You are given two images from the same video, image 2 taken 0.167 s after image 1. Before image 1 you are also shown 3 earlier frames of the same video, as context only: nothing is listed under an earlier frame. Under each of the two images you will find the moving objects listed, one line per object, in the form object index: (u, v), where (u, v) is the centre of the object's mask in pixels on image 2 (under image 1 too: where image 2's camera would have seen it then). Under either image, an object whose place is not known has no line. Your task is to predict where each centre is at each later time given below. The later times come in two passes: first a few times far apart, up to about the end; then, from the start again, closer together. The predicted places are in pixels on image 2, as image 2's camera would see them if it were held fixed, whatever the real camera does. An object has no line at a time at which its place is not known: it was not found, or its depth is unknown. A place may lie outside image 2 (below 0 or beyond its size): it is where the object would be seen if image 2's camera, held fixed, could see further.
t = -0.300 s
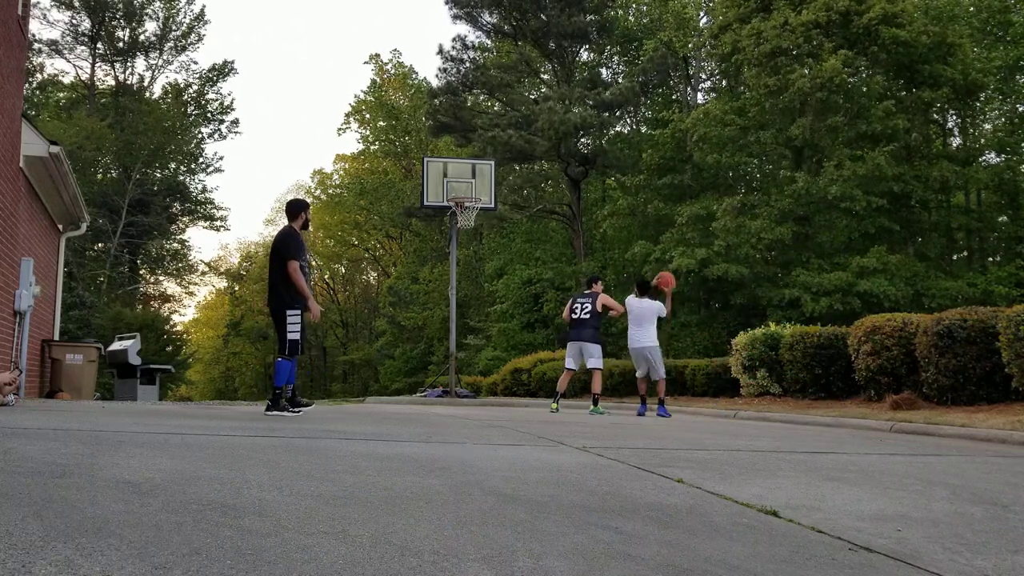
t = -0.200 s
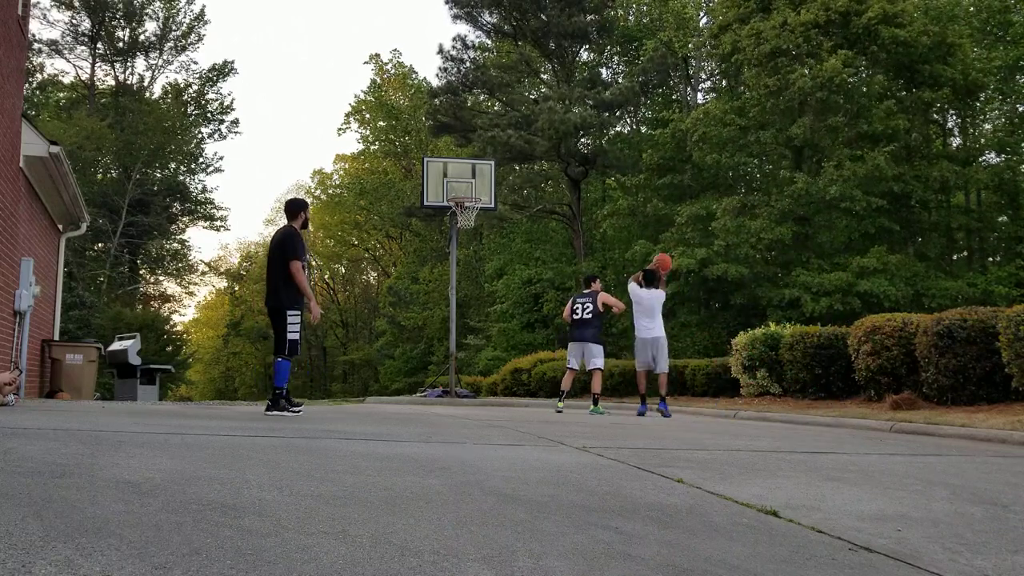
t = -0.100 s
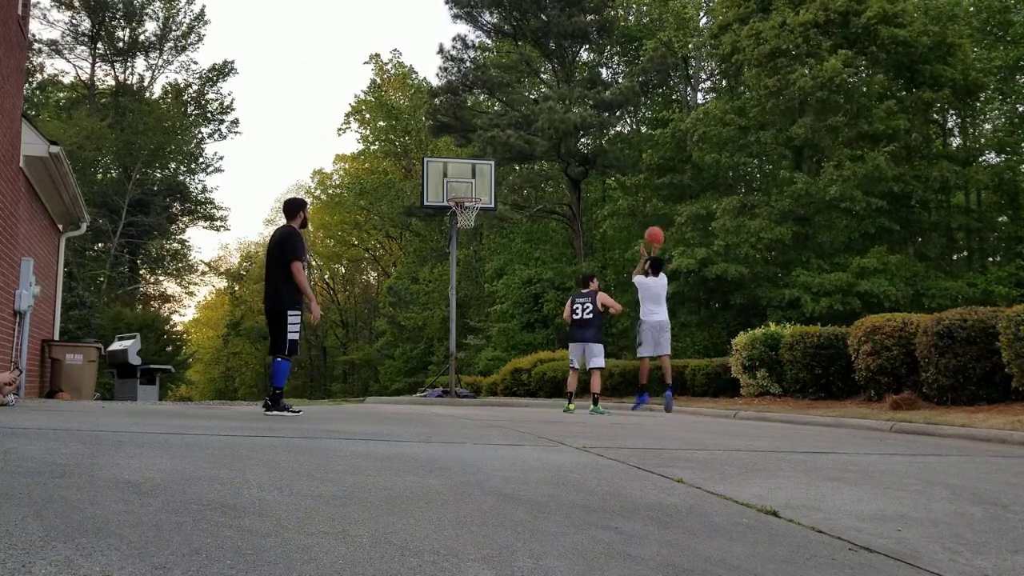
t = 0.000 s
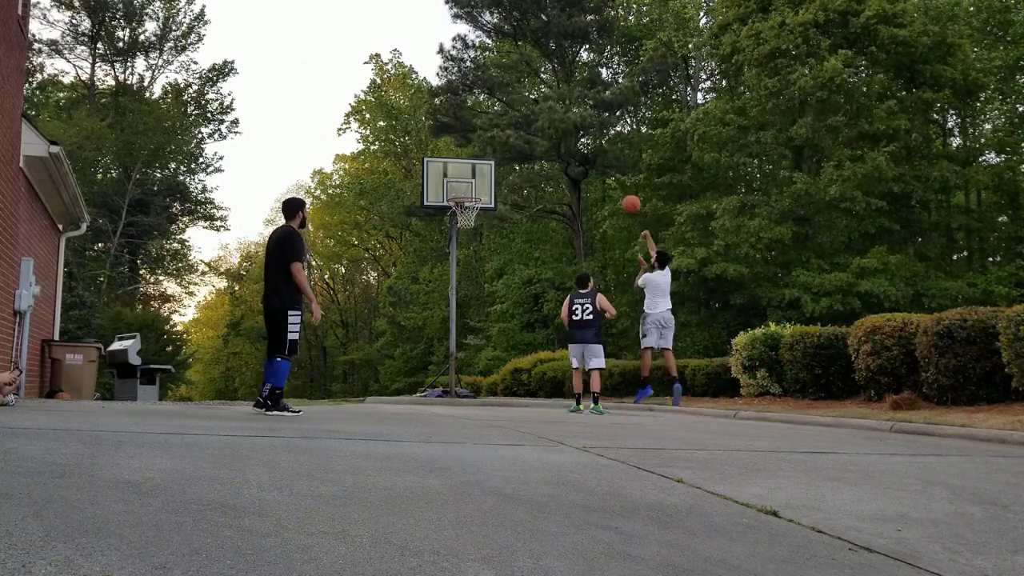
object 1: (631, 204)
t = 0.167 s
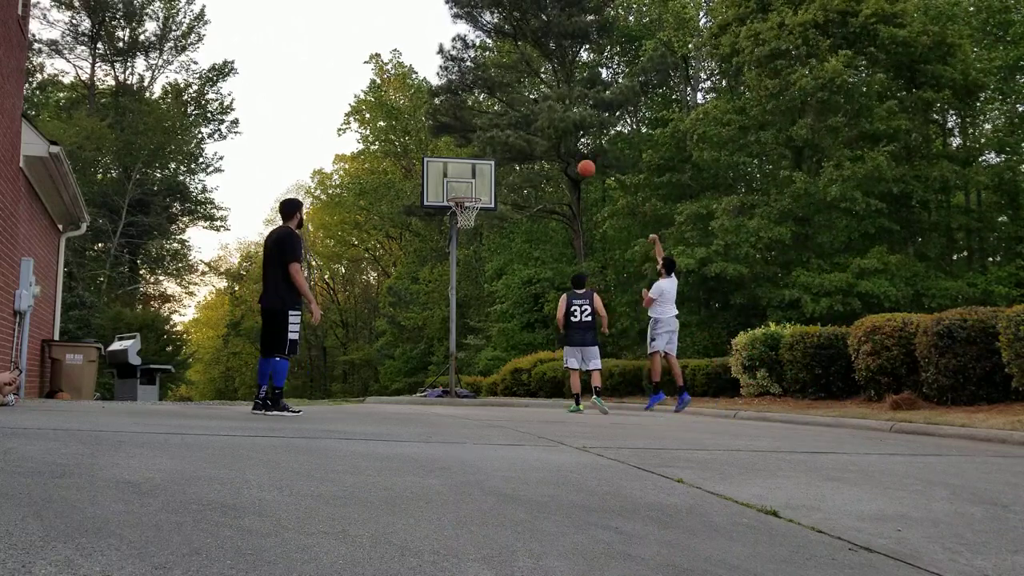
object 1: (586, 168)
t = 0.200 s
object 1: (578, 163)
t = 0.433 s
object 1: (521, 151)
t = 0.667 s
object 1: (472, 173)
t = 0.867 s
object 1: (457, 208)
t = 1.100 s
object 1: (463, 226)
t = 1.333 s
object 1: (468, 278)
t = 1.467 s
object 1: (472, 323)
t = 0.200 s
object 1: (578, 163)
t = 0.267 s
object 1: (561, 156)
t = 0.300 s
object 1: (553, 154)
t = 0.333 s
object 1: (544, 152)
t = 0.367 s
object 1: (536, 152)
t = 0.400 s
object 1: (528, 152)
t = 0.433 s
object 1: (521, 151)
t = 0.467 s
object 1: (512, 153)
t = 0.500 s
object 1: (505, 155)
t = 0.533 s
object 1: (497, 157)
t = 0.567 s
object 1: (490, 160)
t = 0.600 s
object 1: (481, 164)
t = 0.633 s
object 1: (474, 170)
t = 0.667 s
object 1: (472, 173)
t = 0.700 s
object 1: (470, 177)
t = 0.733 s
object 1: (467, 181)
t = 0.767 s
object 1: (466, 187)
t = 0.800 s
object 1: (462, 192)
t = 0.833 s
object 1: (460, 200)
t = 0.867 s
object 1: (457, 208)
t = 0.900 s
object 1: (456, 211)
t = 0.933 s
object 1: (457, 212)
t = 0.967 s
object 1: (459, 216)
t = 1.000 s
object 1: (459, 217)
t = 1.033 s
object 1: (460, 220)
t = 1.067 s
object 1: (462, 223)
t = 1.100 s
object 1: (463, 226)
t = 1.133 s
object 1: (464, 232)
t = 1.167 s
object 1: (465, 238)
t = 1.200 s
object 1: (465, 245)
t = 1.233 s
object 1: (466, 252)
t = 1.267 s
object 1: (467, 260)
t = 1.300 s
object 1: (468, 269)
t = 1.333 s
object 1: (468, 278)
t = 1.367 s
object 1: (469, 288)
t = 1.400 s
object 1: (470, 299)
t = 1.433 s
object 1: (471, 311)
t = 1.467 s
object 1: (472, 323)
